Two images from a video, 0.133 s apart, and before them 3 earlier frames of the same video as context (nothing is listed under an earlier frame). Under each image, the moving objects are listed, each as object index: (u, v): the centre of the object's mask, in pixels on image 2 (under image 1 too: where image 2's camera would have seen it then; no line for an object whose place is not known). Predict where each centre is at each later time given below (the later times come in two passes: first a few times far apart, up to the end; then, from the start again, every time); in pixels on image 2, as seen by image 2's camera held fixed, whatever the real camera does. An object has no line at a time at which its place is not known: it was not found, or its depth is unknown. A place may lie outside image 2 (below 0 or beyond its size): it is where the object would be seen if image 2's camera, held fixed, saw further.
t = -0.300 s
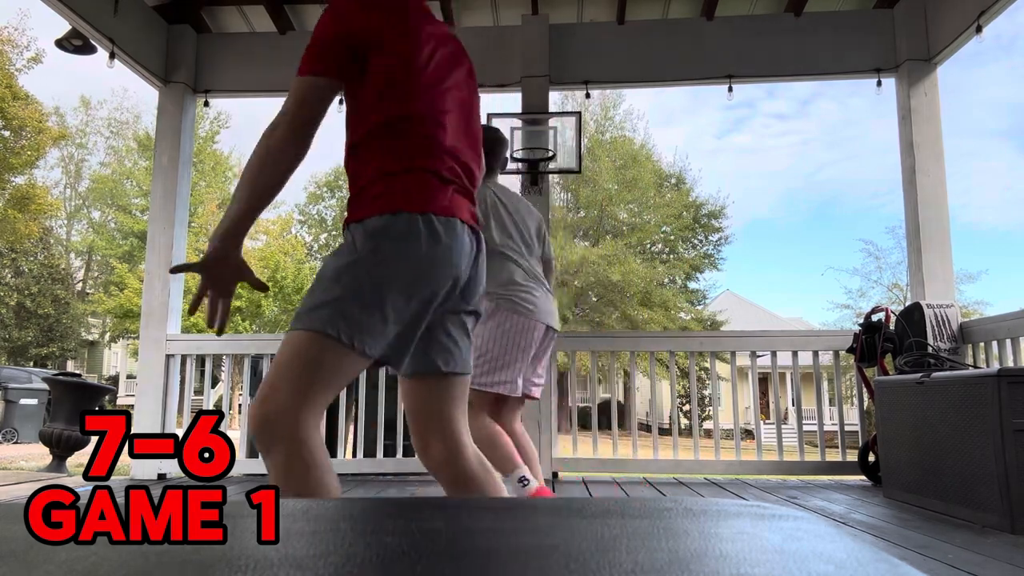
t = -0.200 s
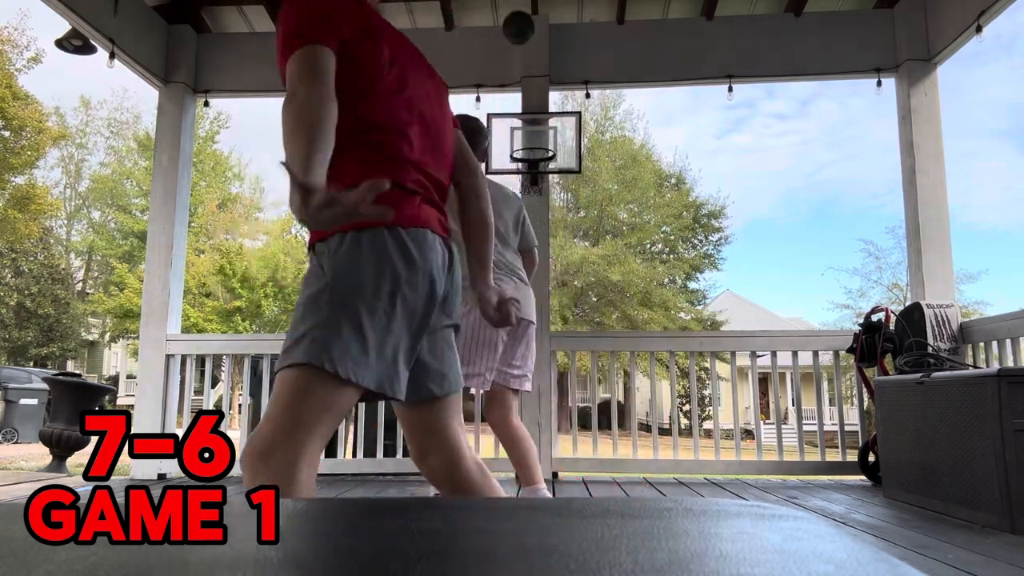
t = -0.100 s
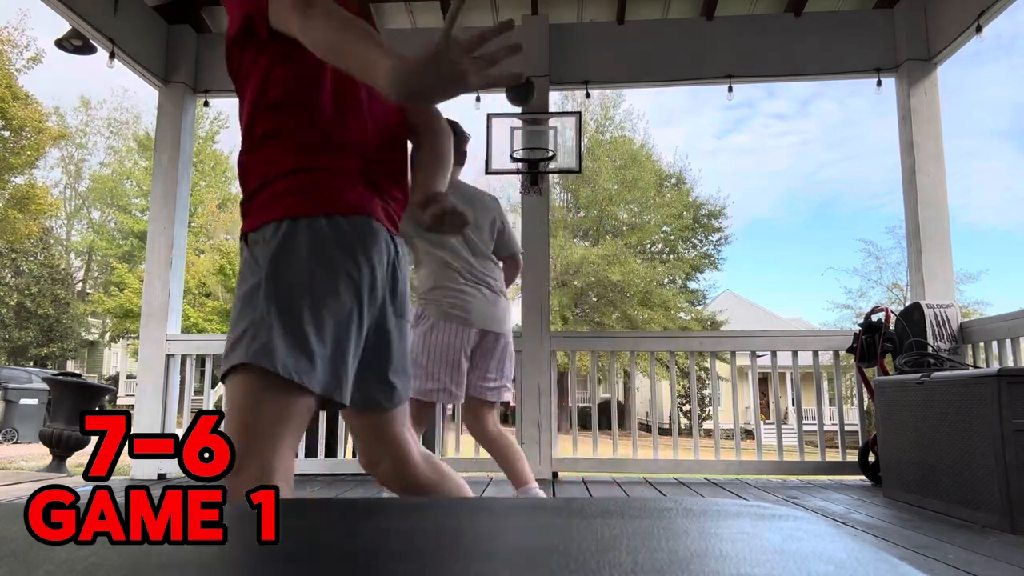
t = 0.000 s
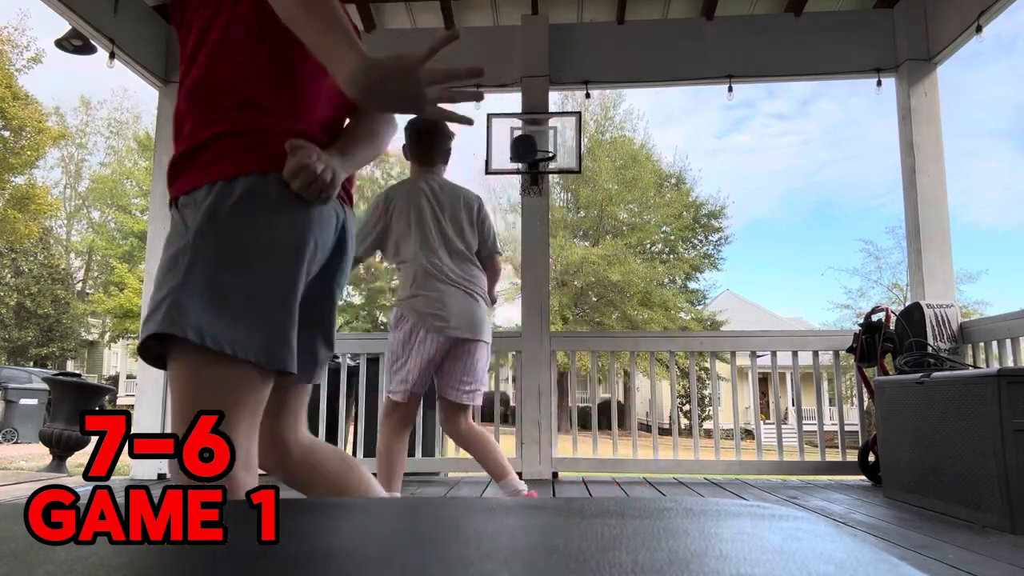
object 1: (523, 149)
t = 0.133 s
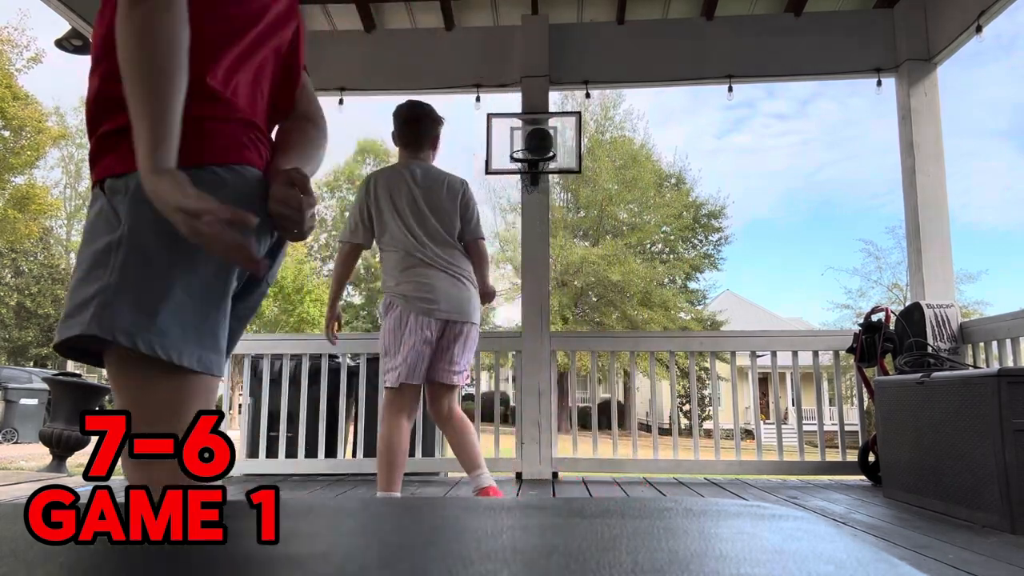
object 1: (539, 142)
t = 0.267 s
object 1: (535, 134)
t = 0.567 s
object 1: (552, 188)
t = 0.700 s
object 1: (560, 262)
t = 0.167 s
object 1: (537, 138)
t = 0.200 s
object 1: (536, 134)
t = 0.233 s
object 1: (535, 134)
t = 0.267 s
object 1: (535, 134)
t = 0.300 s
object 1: (535, 134)
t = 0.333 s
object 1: (536, 134)
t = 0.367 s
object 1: (539, 136)
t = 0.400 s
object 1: (541, 140)
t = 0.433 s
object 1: (544, 146)
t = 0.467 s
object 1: (545, 155)
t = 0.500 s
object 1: (547, 163)
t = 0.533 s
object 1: (548, 175)
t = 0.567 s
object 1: (552, 188)
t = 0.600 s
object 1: (553, 203)
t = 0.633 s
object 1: (555, 221)
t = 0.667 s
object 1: (557, 240)
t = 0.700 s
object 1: (560, 262)
